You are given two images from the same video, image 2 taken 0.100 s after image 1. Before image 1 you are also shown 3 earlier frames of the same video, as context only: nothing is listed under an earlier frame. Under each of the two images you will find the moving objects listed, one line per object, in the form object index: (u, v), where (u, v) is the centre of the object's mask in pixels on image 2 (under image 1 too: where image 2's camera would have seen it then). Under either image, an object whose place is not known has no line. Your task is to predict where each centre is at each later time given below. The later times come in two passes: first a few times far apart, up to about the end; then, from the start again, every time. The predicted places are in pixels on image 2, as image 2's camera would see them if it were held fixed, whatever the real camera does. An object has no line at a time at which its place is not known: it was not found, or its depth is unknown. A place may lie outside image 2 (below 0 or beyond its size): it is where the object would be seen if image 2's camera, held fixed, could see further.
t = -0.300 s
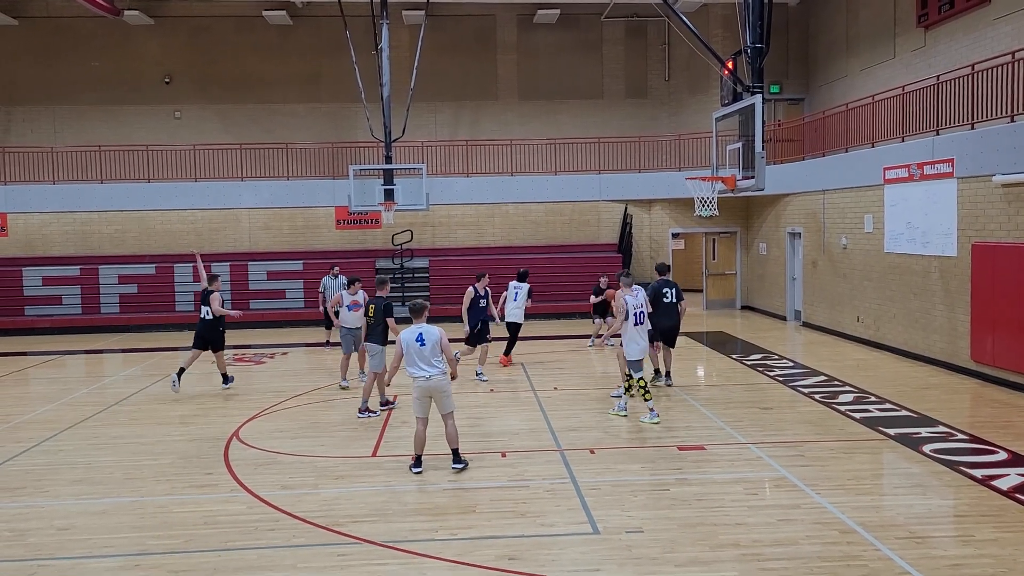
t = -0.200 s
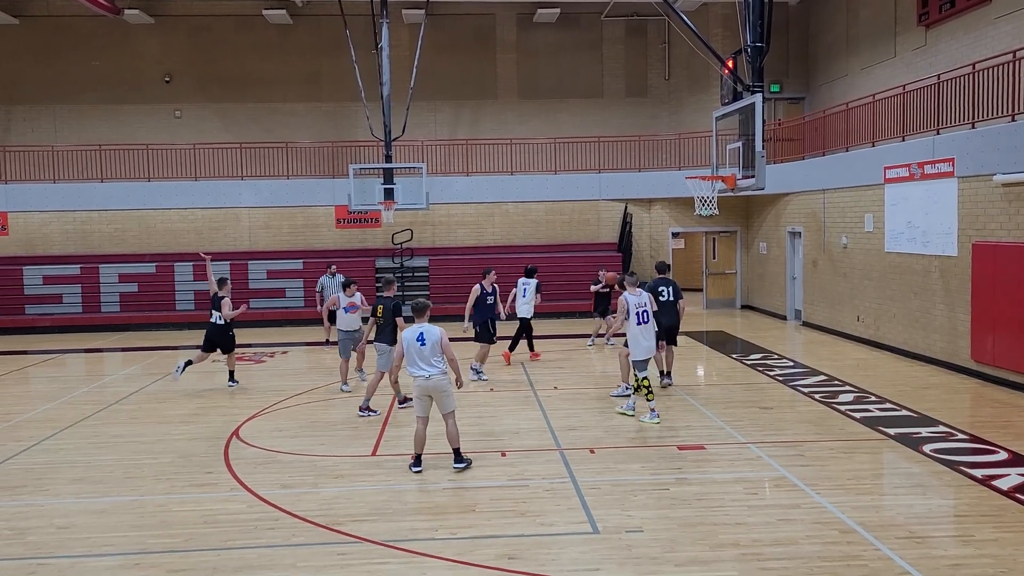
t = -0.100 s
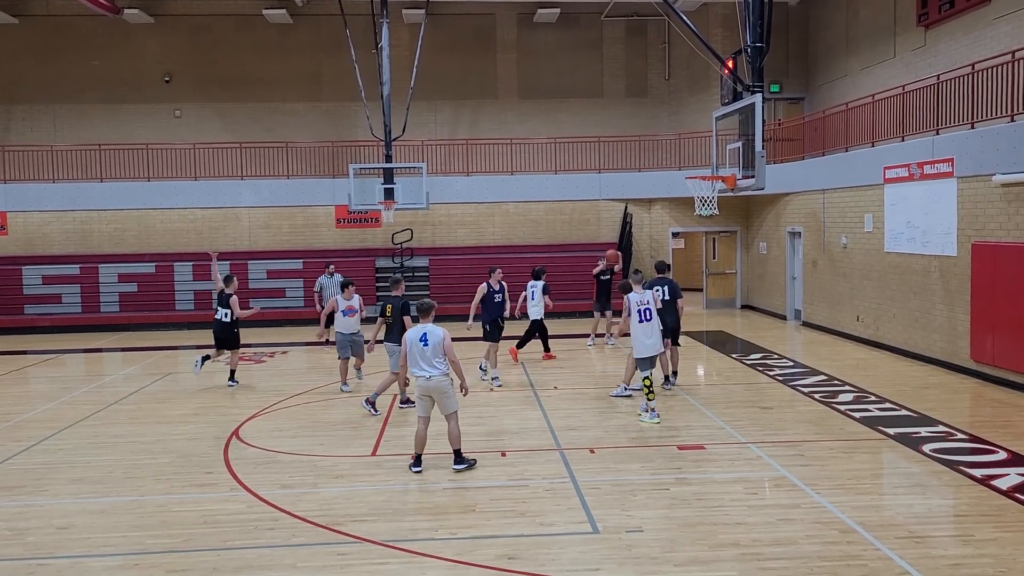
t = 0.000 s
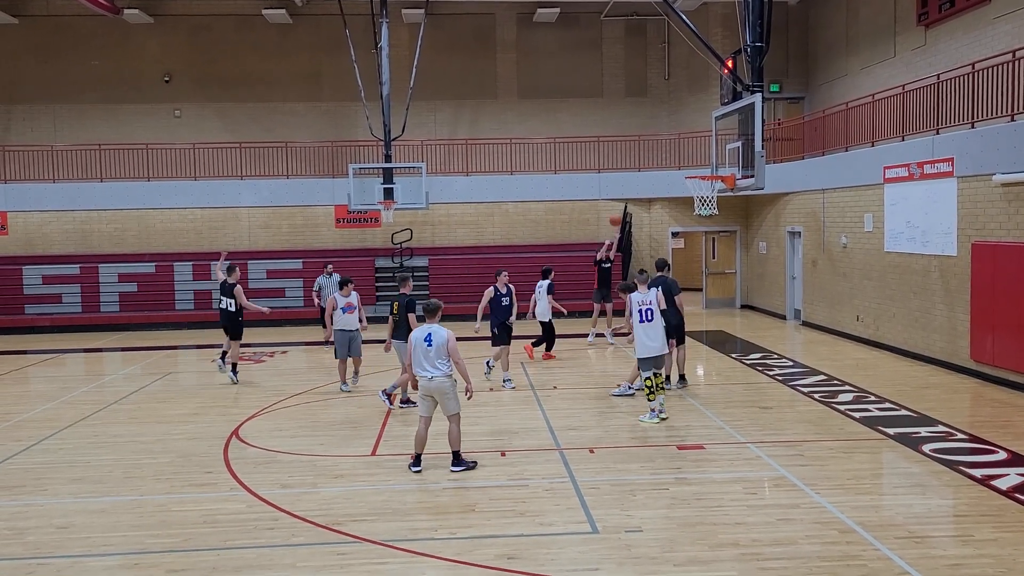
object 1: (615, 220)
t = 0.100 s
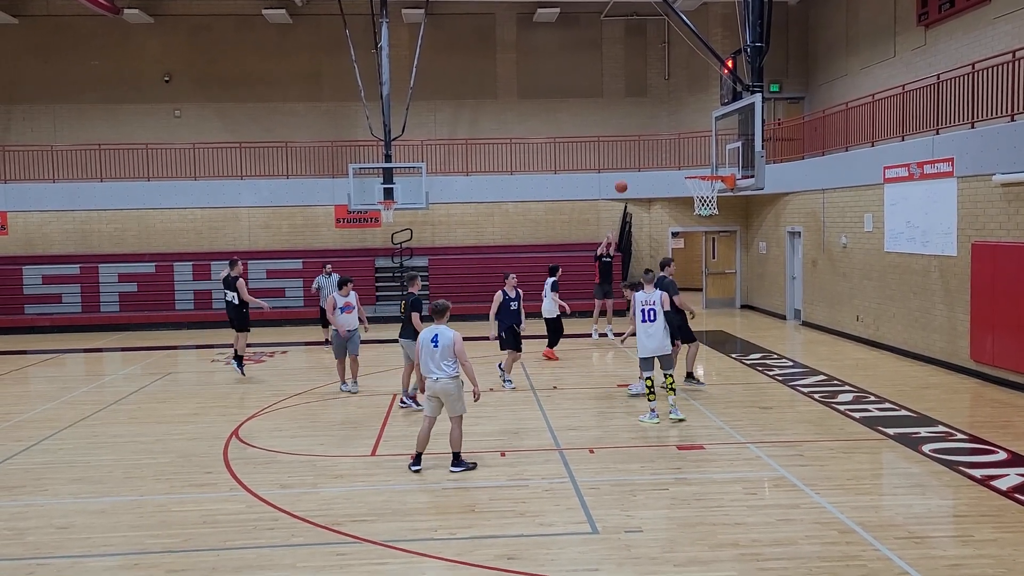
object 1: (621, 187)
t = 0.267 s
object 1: (630, 139)
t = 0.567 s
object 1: (651, 85)
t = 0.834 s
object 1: (673, 78)
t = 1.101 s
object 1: (701, 122)
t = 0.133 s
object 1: (622, 176)
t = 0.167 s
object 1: (625, 166)
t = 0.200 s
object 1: (627, 157)
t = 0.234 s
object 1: (628, 147)
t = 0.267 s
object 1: (630, 139)
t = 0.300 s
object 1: (633, 131)
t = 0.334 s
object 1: (635, 123)
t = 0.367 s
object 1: (637, 116)
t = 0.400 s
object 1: (639, 109)
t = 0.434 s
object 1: (641, 104)
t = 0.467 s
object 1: (644, 98)
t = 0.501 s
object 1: (646, 93)
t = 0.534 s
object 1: (648, 89)
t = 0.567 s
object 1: (651, 85)
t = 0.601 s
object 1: (653, 82)
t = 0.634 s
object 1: (656, 79)
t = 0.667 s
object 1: (659, 77)
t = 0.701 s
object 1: (661, 76)
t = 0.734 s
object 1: (664, 75)
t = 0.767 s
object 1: (666, 76)
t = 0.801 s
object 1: (670, 76)
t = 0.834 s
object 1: (673, 78)
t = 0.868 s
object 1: (676, 81)
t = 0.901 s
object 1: (678, 84)
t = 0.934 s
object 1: (682, 88)
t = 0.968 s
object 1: (686, 93)
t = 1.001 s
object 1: (689, 99)
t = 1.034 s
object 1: (693, 106)
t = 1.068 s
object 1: (697, 113)
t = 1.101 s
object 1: (701, 122)
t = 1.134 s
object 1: (705, 131)
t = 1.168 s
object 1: (708, 142)
